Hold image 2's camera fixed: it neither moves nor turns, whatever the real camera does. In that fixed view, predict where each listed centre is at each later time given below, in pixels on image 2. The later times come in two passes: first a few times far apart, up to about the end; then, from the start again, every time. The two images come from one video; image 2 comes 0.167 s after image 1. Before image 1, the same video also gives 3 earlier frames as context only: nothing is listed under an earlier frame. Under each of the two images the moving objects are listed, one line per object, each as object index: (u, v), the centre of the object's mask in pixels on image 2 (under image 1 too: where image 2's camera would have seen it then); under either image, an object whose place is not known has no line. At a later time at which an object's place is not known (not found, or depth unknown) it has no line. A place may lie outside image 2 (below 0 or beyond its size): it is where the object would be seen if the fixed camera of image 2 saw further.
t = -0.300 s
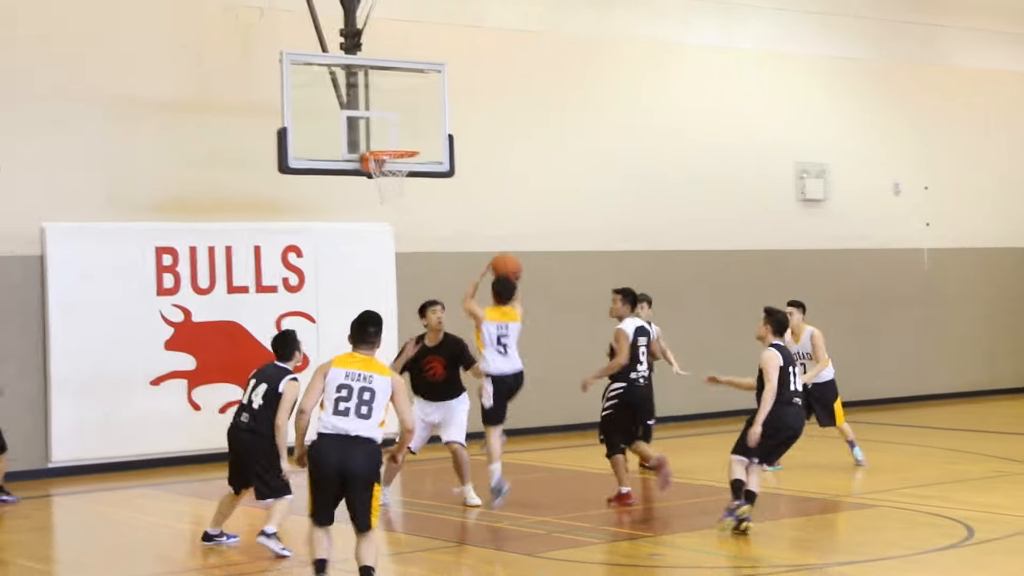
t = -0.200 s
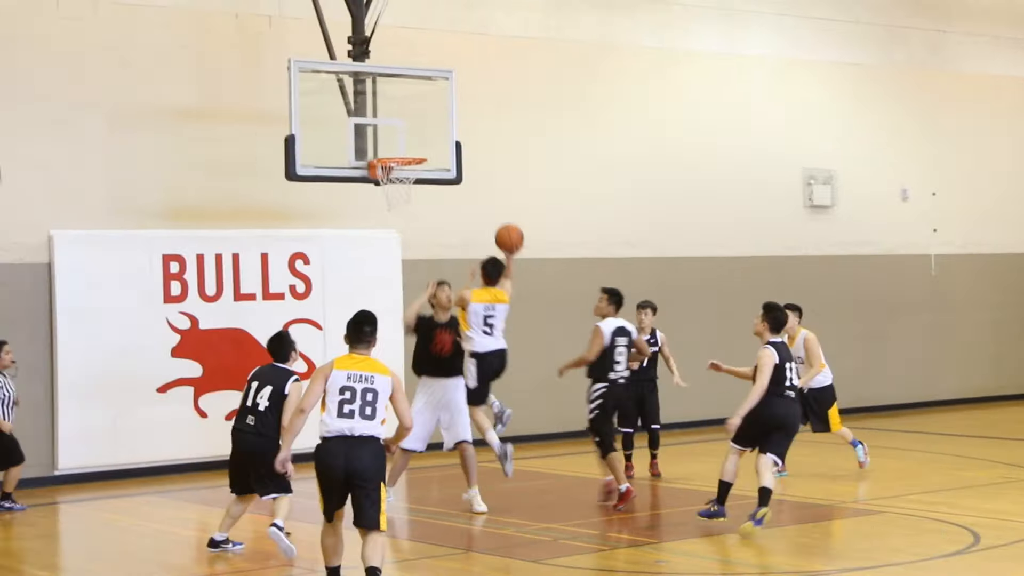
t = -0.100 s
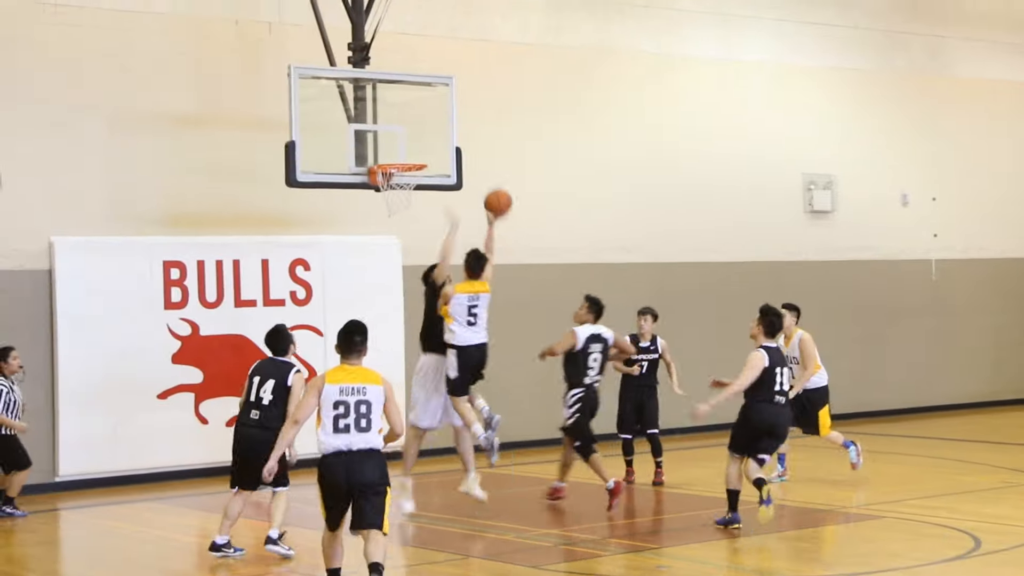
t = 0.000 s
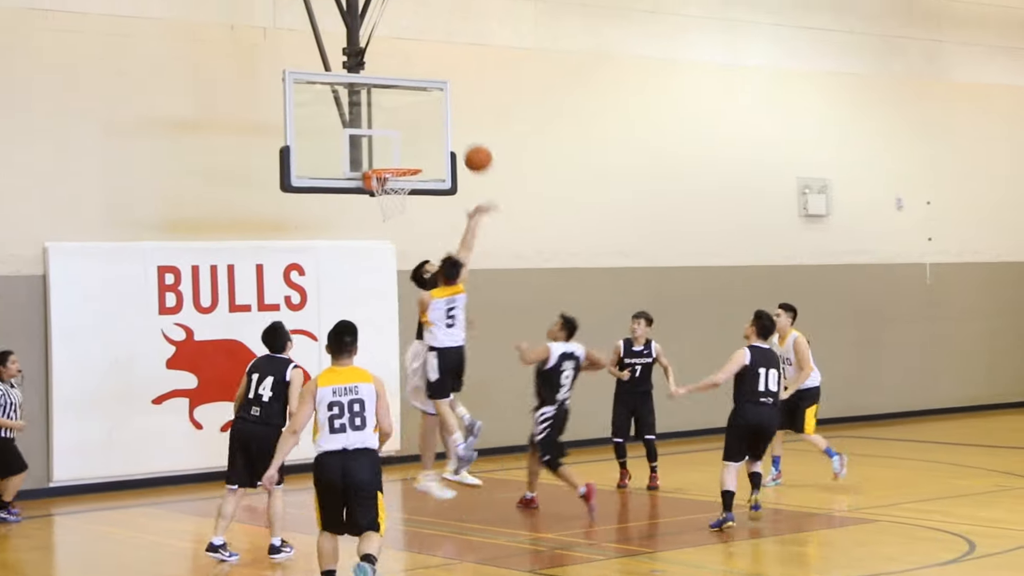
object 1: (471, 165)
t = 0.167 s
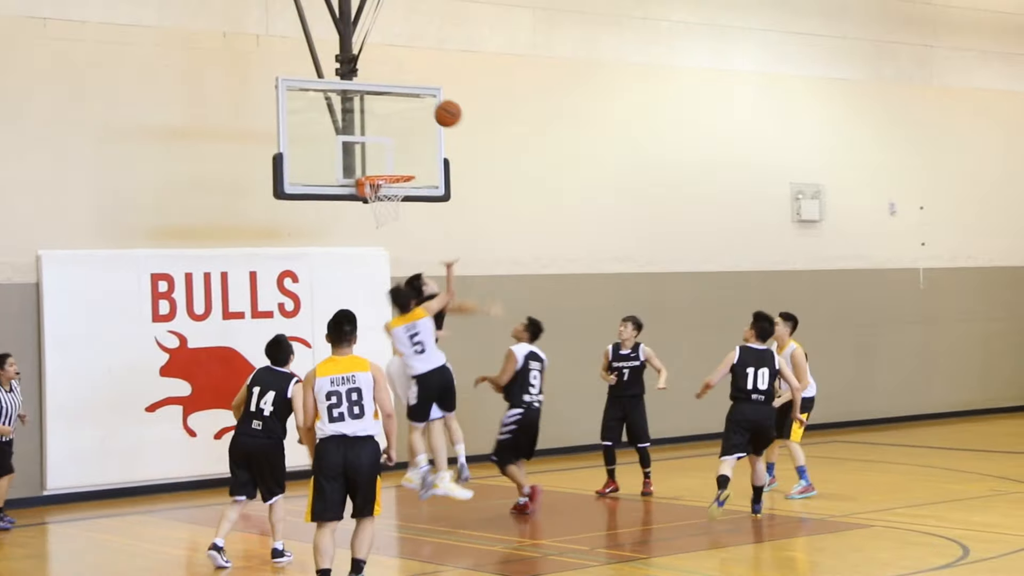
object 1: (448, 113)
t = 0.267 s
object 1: (434, 98)
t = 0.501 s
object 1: (407, 108)
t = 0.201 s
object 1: (443, 107)
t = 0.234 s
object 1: (439, 102)
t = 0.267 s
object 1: (434, 98)
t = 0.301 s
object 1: (430, 96)
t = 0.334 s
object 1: (426, 95)
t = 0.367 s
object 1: (422, 95)
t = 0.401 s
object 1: (418, 96)
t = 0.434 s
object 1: (415, 99)
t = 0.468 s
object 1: (411, 103)
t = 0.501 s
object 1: (407, 108)
